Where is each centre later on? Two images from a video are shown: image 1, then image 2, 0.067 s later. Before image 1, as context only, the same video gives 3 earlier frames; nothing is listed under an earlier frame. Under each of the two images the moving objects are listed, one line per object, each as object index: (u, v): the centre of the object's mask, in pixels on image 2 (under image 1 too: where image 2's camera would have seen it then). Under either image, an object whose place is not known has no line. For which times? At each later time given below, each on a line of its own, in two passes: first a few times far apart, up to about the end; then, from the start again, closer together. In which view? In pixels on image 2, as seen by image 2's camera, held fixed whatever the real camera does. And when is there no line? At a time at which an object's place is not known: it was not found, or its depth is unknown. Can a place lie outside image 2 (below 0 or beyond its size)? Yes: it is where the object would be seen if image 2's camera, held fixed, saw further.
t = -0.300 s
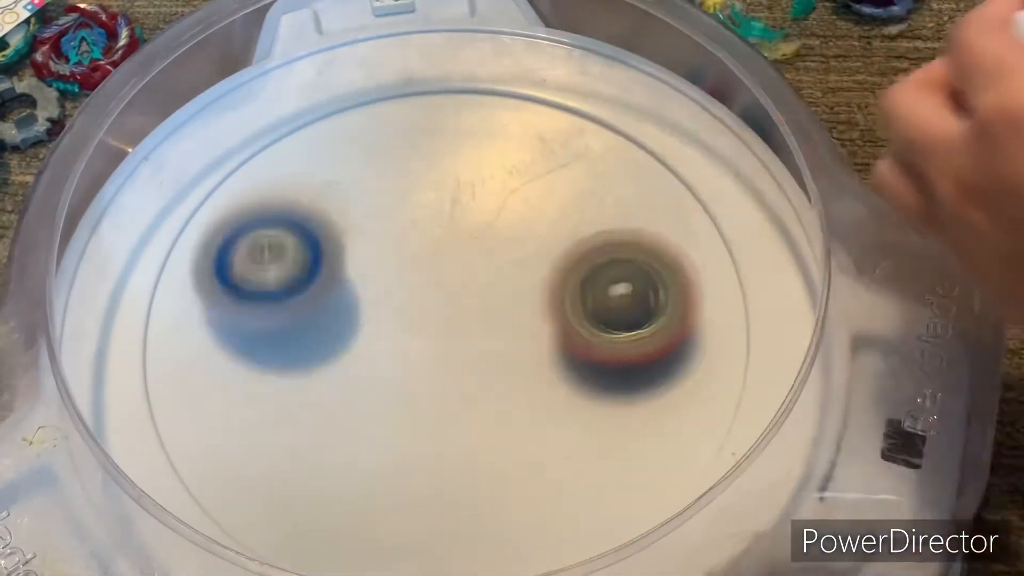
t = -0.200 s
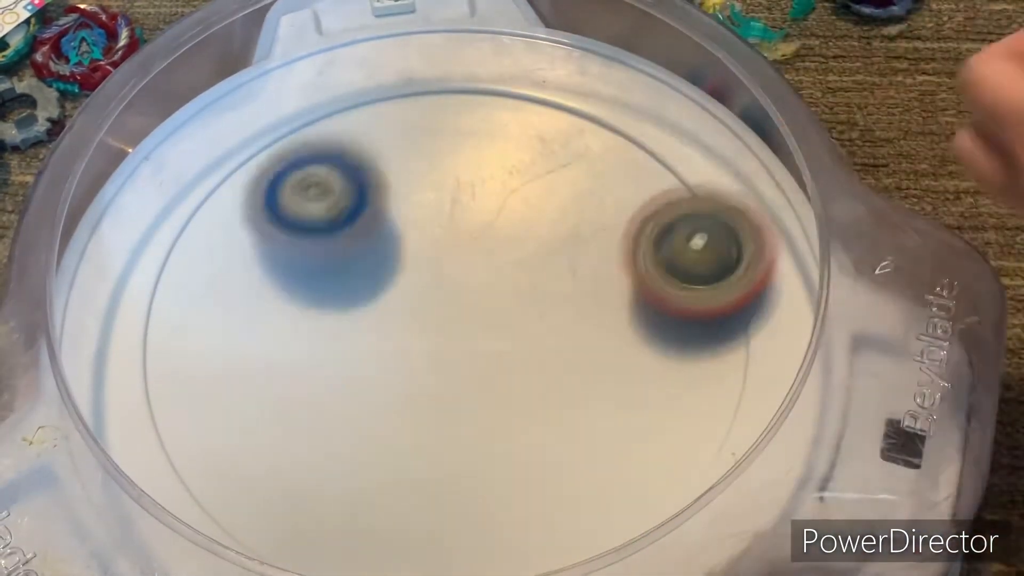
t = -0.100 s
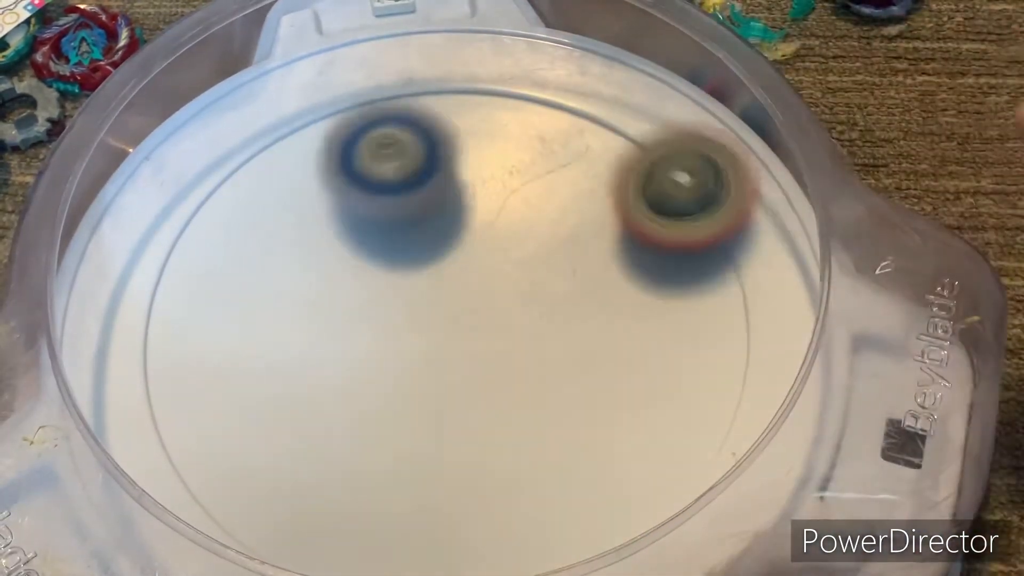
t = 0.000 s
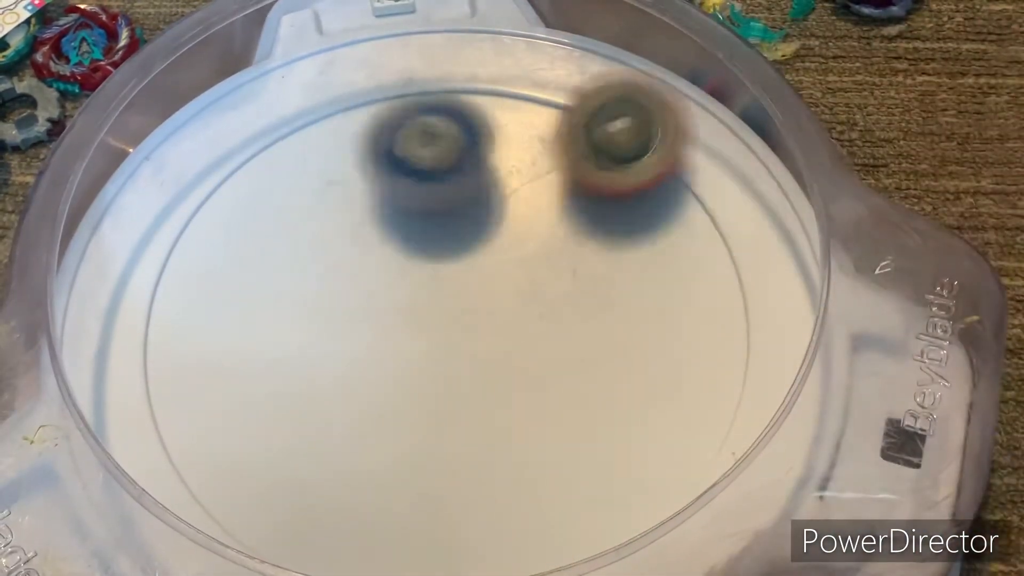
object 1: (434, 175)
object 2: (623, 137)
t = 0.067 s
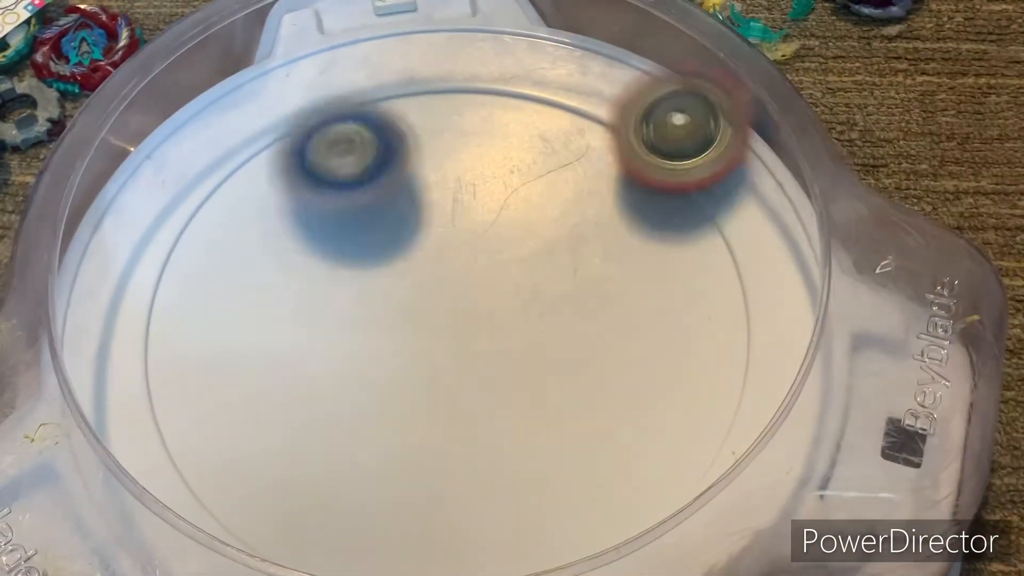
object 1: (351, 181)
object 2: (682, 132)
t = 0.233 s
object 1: (270, 237)
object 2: (688, 181)
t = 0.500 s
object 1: (388, 297)
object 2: (538, 310)
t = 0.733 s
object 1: (399, 296)
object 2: (626, 496)
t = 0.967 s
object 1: (407, 348)
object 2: (630, 393)
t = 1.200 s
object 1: (349, 379)
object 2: (586, 287)
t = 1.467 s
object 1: (140, 290)
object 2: (731, 348)
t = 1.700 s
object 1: (350, 221)
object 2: (611, 269)
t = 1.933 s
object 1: (401, 102)
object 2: (503, 522)
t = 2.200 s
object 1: (561, 199)
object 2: (530, 525)
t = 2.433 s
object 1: (554, 310)
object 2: (552, 493)
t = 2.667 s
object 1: (466, 352)
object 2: (499, 490)
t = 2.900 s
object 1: (361, 261)
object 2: (492, 528)
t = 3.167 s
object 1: (469, 211)
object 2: (462, 386)
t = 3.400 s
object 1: (512, 318)
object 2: (235, 300)
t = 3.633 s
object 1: (392, 405)
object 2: (197, 413)
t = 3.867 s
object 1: (508, 351)
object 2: (232, 520)
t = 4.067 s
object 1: (550, 402)
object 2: (330, 498)
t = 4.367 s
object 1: (723, 367)
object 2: (274, 226)
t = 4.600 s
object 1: (690, 372)
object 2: (240, 212)
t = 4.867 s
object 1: (558, 283)
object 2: (386, 277)
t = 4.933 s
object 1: (689, 227)
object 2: (273, 244)
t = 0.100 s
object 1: (319, 190)
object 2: (700, 135)
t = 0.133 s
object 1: (296, 201)
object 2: (702, 145)
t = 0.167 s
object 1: (280, 213)
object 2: (700, 156)
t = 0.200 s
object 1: (272, 225)
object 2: (695, 168)
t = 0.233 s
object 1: (270, 237)
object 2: (688, 181)
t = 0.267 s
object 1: (275, 250)
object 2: (674, 195)
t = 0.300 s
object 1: (287, 262)
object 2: (655, 210)
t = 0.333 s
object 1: (301, 272)
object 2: (634, 223)
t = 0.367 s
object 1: (318, 281)
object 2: (612, 235)
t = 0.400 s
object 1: (338, 288)
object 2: (591, 250)
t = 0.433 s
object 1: (356, 291)
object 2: (571, 267)
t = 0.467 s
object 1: (374, 295)
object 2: (553, 287)
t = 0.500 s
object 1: (388, 297)
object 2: (538, 310)
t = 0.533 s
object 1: (391, 295)
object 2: (537, 345)
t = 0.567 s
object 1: (390, 292)
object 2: (544, 378)
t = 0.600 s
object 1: (391, 291)
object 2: (556, 410)
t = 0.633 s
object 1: (392, 290)
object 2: (569, 438)
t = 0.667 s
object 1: (393, 290)
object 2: (586, 465)
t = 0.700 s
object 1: (396, 293)
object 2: (602, 479)
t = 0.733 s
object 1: (399, 296)
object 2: (626, 496)
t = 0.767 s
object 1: (402, 300)
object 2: (636, 493)
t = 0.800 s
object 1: (406, 307)
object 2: (629, 473)
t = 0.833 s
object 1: (408, 313)
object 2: (630, 468)
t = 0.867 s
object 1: (410, 320)
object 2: (631, 455)
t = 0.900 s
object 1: (410, 329)
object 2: (632, 438)
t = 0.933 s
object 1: (410, 339)
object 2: (631, 415)
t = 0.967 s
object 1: (407, 348)
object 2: (630, 393)
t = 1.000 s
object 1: (402, 358)
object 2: (630, 370)
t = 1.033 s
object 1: (395, 367)
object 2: (629, 347)
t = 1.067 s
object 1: (388, 373)
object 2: (628, 326)
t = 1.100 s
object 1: (377, 378)
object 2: (626, 309)
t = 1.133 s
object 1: (367, 380)
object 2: (619, 296)
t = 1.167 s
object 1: (357, 382)
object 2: (606, 289)
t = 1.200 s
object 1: (349, 379)
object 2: (586, 287)
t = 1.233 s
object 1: (344, 374)
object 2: (563, 291)
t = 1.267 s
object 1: (342, 369)
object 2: (535, 302)
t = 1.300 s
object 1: (343, 361)
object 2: (507, 316)
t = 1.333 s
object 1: (295, 354)
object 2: (534, 333)
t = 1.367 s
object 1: (219, 339)
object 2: (599, 351)
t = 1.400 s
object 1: (155, 319)
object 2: (660, 362)
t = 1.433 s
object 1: (131, 302)
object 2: (710, 364)
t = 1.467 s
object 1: (140, 290)
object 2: (731, 348)
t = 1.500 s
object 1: (159, 275)
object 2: (734, 337)
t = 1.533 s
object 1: (184, 263)
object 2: (728, 336)
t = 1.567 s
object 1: (215, 252)
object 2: (710, 323)
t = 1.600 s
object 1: (250, 241)
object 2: (690, 308)
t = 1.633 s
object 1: (285, 230)
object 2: (669, 291)
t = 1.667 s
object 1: (317, 223)
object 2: (643, 277)
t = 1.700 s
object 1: (350, 221)
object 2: (611, 269)
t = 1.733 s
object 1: (381, 223)
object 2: (575, 269)
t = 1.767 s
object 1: (410, 228)
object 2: (537, 273)
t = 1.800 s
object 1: (407, 197)
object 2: (524, 322)
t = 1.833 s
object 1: (396, 160)
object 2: (517, 387)
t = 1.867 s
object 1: (391, 134)
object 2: (508, 441)
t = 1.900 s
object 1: (393, 114)
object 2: (502, 495)
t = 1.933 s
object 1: (401, 102)
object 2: (503, 522)
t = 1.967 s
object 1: (414, 97)
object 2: (504, 532)
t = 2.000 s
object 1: (432, 96)
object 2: (505, 541)
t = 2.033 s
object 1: (456, 99)
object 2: (504, 543)
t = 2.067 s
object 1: (483, 110)
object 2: (505, 540)
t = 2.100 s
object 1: (506, 125)
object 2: (508, 536)
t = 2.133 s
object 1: (529, 147)
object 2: (512, 533)
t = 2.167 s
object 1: (546, 174)
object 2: (520, 530)
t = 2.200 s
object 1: (561, 199)
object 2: (530, 525)
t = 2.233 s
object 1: (570, 230)
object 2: (540, 518)
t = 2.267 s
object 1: (575, 259)
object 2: (551, 508)
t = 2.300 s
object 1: (575, 290)
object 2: (563, 491)
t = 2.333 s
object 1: (570, 316)
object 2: (575, 471)
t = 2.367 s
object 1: (564, 324)
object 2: (576, 464)
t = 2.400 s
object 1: (561, 318)
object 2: (564, 482)
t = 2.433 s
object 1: (554, 310)
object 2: (552, 493)
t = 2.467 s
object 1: (545, 308)
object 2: (541, 499)
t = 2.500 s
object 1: (535, 310)
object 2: (532, 502)
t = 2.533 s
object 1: (525, 318)
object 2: (525, 503)
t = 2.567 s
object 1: (514, 329)
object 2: (520, 503)
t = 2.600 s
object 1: (501, 338)
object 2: (513, 501)
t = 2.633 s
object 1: (485, 348)
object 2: (508, 498)
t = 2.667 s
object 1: (466, 352)
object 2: (499, 490)
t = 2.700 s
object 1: (448, 352)
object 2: (488, 483)
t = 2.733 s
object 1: (427, 351)
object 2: (475, 474)
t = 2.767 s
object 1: (407, 344)
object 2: (468, 490)
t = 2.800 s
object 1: (383, 320)
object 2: (467, 509)
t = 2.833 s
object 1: (368, 298)
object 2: (471, 521)
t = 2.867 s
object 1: (361, 278)
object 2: (480, 527)
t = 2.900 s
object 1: (361, 261)
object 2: (492, 528)
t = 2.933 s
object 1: (367, 245)
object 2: (505, 524)
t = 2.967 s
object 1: (376, 232)
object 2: (518, 517)
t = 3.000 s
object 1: (389, 220)
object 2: (528, 507)
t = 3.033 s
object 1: (403, 211)
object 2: (532, 487)
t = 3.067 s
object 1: (419, 205)
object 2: (525, 462)
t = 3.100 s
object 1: (435, 203)
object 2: (510, 436)
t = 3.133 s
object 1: (453, 205)
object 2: (489, 409)
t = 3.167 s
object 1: (469, 211)
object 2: (462, 386)
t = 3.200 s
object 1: (486, 219)
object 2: (432, 364)
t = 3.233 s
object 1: (500, 230)
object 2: (398, 345)
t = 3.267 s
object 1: (510, 246)
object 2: (365, 329)
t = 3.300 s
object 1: (517, 263)
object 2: (330, 315)
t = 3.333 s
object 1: (519, 281)
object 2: (297, 306)
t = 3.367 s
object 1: (518, 299)
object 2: (265, 301)
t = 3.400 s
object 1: (512, 318)
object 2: (235, 300)
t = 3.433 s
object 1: (504, 337)
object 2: (209, 306)
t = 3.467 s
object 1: (490, 354)
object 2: (186, 314)
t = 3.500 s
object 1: (475, 369)
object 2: (168, 328)
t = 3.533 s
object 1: (455, 383)
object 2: (154, 347)
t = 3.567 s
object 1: (436, 392)
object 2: (163, 369)
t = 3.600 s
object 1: (414, 400)
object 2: (177, 389)
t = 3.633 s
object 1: (392, 405)
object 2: (197, 413)
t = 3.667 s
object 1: (388, 401)
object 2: (199, 442)
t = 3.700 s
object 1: (418, 384)
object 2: (199, 457)
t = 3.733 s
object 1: (441, 370)
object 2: (211, 480)
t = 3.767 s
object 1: (461, 360)
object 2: (195, 508)
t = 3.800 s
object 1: (478, 353)
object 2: (196, 519)
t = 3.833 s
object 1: (494, 350)
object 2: (226, 513)
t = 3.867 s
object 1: (508, 351)
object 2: (232, 520)
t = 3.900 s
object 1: (521, 356)
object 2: (240, 525)
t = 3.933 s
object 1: (532, 362)
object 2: (251, 525)
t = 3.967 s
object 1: (542, 371)
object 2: (248, 530)
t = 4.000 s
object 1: (548, 380)
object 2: (281, 515)
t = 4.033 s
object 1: (550, 391)
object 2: (302, 508)
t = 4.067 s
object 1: (550, 402)
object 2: (330, 498)
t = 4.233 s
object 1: (667, 385)
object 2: (328, 331)
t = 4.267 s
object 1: (687, 376)
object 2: (313, 299)
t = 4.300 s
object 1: (702, 370)
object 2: (299, 271)
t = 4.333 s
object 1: (715, 367)
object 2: (285, 245)
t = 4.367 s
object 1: (723, 367)
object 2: (274, 226)
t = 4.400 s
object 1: (728, 368)
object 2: (263, 211)
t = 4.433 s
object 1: (730, 371)
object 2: (255, 201)
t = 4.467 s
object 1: (728, 374)
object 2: (248, 195)
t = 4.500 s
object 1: (724, 377)
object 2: (244, 194)
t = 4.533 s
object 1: (716, 376)
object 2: (241, 196)
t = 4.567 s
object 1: (705, 375)
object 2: (239, 202)
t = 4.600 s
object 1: (690, 372)
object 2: (240, 212)
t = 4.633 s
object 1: (672, 372)
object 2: (243, 224)
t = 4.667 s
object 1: (655, 368)
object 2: (249, 238)
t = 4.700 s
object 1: (634, 359)
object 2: (256, 253)
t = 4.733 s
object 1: (615, 348)
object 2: (270, 267)
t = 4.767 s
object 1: (599, 333)
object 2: (294, 277)
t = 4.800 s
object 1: (582, 317)
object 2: (321, 283)
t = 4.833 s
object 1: (569, 301)
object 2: (355, 282)
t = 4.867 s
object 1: (558, 283)
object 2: (386, 277)
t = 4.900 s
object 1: (594, 258)
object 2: (359, 264)
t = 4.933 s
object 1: (689, 227)
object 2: (273, 244)
